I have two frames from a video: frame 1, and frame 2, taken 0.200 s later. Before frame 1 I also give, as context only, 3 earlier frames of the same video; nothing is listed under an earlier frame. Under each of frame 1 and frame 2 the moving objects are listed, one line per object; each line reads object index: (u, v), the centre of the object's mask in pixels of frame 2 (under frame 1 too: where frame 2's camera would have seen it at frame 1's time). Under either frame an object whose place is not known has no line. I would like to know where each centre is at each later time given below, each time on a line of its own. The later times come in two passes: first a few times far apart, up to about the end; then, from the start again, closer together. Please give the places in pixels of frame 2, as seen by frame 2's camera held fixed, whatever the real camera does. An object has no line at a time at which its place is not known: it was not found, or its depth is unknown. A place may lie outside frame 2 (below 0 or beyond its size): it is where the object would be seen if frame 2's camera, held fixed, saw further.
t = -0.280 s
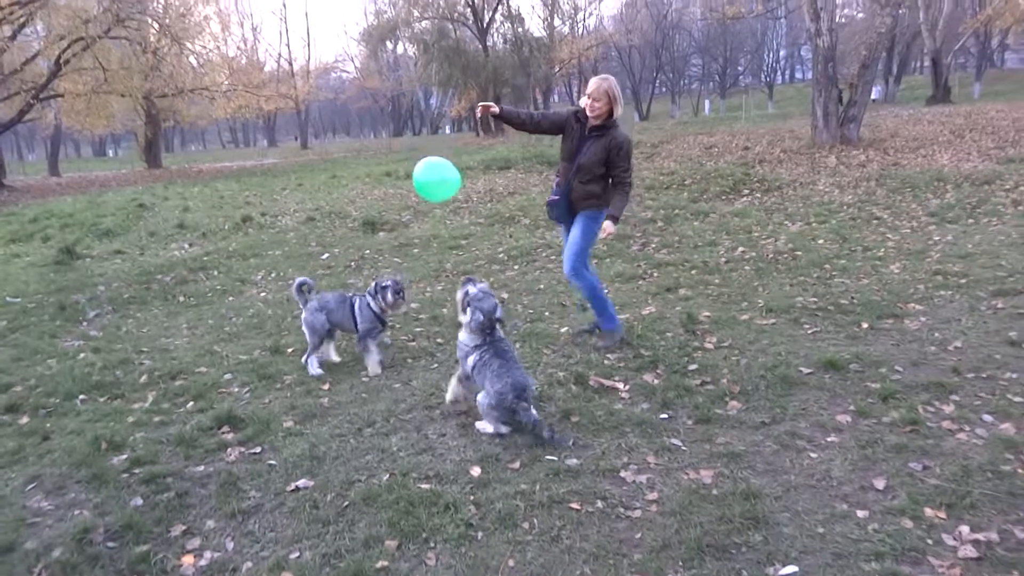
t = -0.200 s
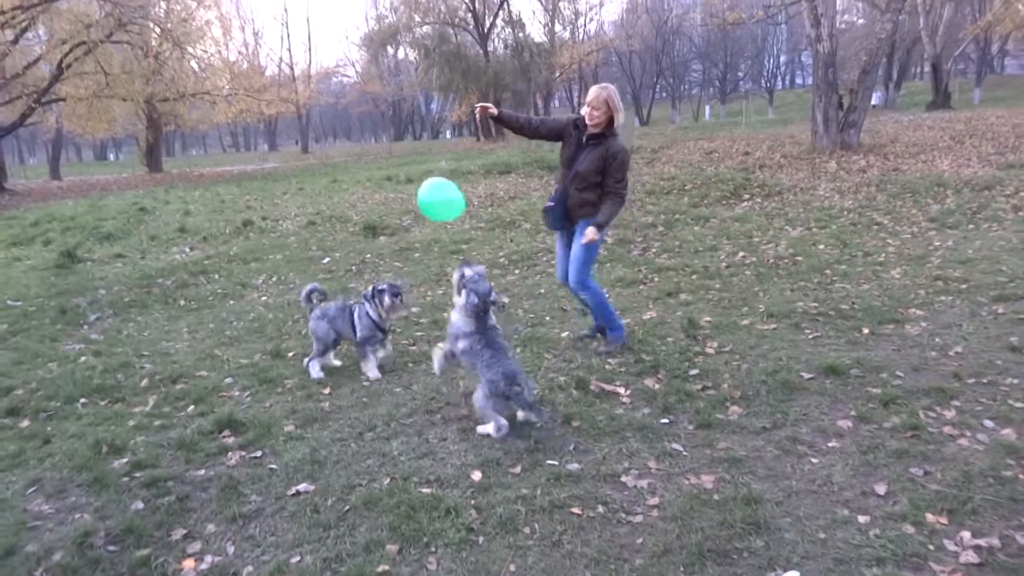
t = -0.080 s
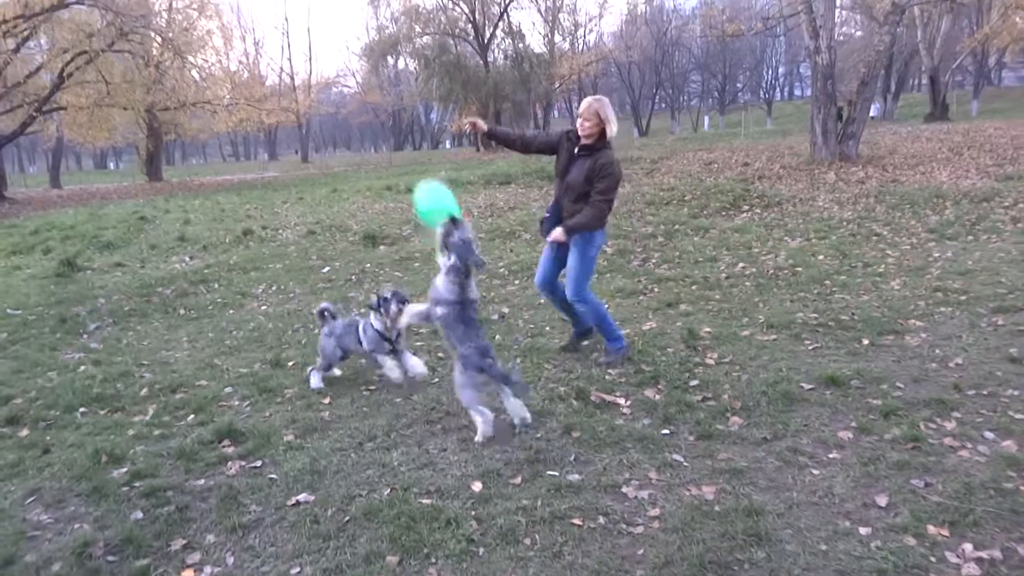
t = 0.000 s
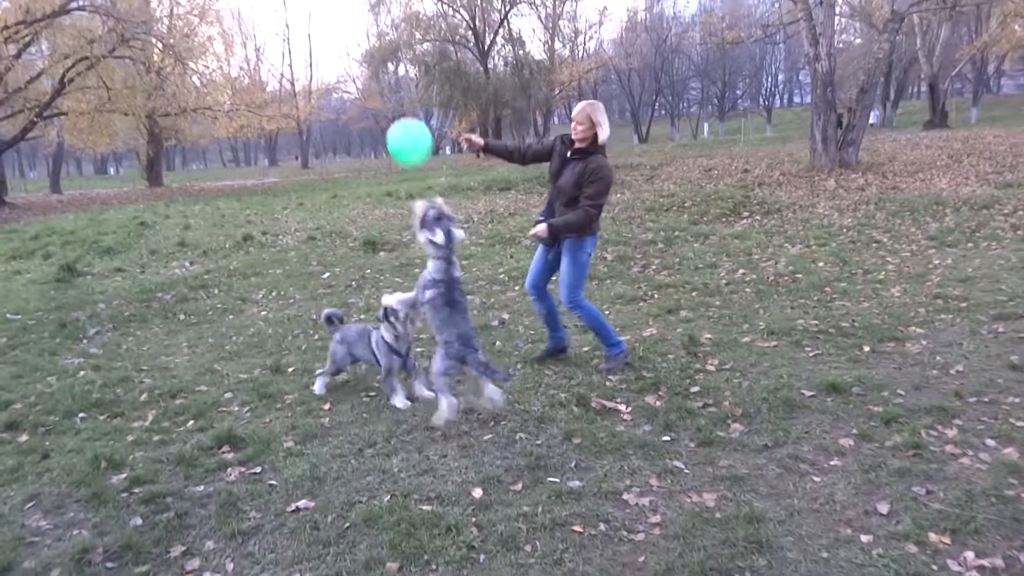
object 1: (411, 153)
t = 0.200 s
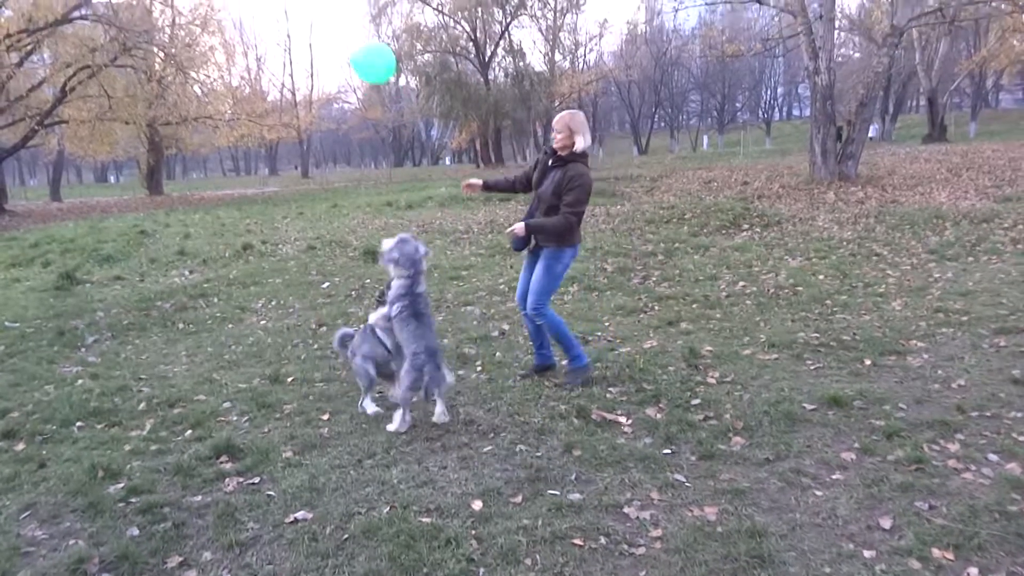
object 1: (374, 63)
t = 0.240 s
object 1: (369, 54)
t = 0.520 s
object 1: (355, 34)
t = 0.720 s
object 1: (358, 41)
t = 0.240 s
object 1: (369, 54)
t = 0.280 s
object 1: (365, 47)
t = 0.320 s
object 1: (361, 42)
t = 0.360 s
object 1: (358, 38)
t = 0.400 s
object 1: (356, 37)
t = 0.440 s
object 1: (355, 36)
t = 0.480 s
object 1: (355, 35)
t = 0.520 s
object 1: (355, 34)
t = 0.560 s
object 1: (356, 36)
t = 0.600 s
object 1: (356, 36)
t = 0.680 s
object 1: (357, 39)
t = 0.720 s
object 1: (358, 41)
